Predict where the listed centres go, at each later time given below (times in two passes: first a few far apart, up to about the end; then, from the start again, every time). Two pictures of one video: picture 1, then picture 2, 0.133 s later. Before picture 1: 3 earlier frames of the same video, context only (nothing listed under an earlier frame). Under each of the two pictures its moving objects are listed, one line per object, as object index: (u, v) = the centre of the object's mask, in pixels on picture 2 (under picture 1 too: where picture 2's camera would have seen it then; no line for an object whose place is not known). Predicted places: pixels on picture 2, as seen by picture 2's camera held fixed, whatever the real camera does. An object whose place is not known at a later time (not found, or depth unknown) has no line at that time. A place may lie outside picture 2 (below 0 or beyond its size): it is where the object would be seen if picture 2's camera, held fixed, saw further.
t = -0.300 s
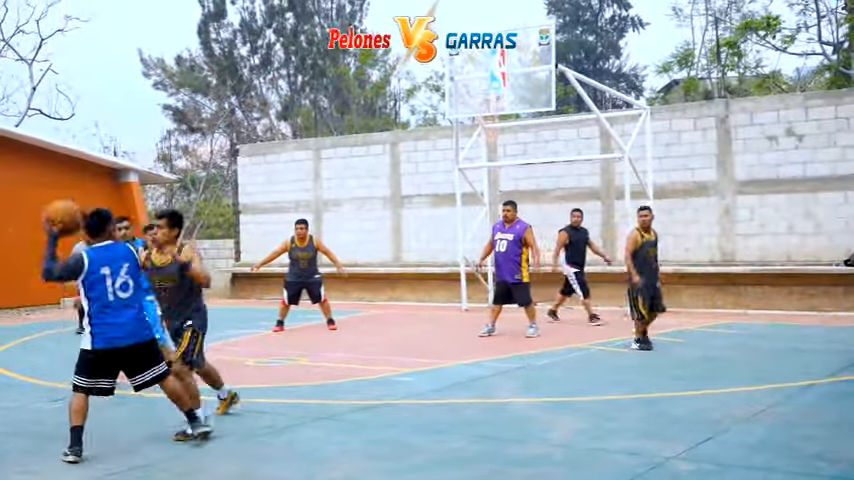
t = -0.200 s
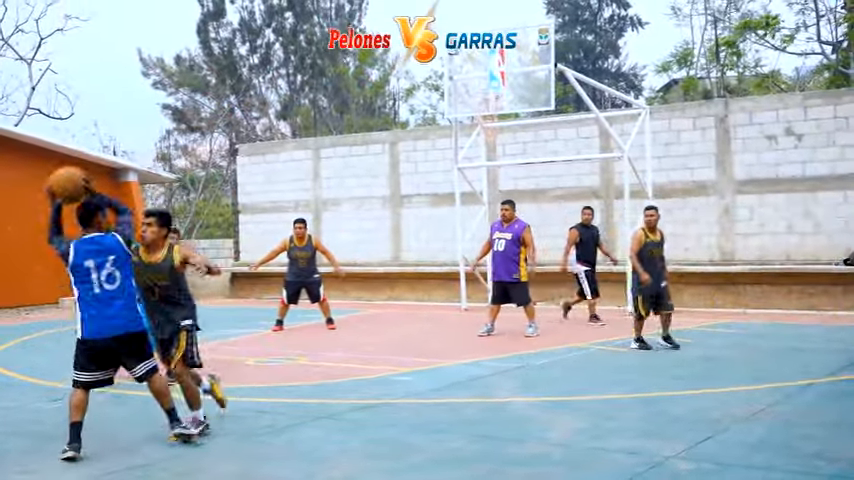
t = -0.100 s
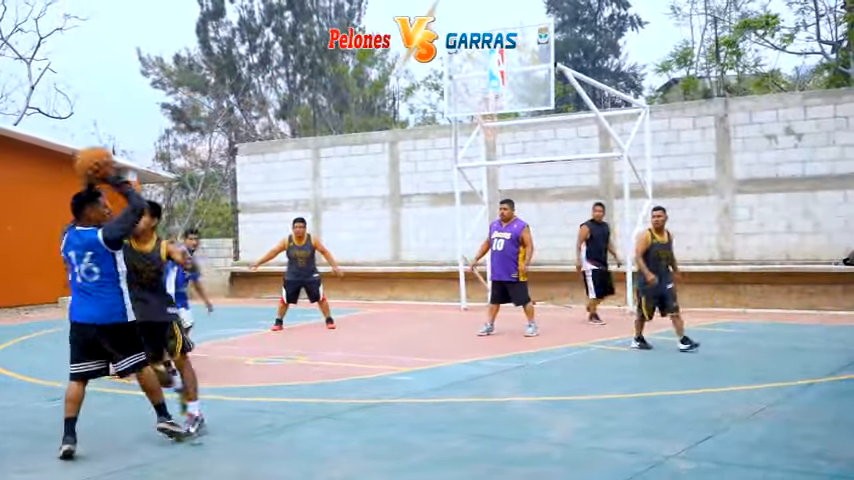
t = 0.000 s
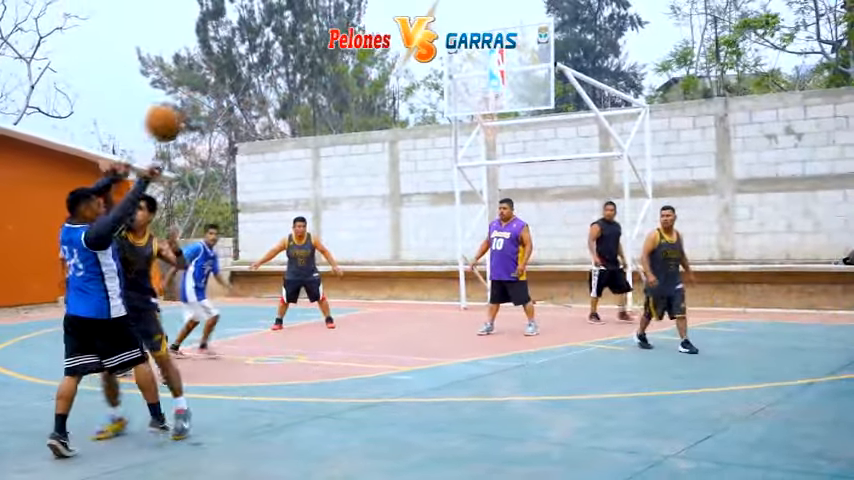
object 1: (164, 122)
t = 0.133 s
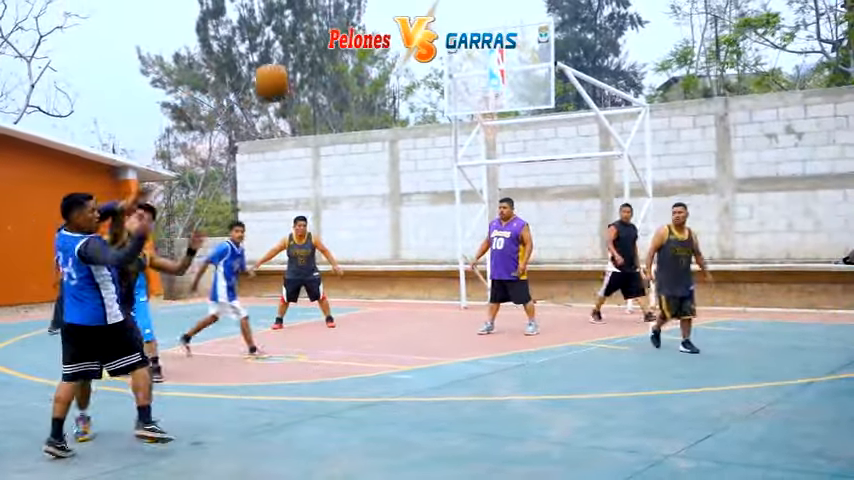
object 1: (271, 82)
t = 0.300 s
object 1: (404, 74)
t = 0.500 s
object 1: (563, 121)
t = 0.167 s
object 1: (299, 77)
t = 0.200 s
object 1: (324, 74)
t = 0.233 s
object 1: (350, 72)
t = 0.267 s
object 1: (378, 71)
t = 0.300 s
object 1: (404, 74)
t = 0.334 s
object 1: (432, 79)
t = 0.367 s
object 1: (458, 82)
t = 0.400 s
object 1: (484, 90)
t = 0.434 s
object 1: (511, 98)
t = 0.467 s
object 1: (536, 109)
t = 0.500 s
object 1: (563, 121)
